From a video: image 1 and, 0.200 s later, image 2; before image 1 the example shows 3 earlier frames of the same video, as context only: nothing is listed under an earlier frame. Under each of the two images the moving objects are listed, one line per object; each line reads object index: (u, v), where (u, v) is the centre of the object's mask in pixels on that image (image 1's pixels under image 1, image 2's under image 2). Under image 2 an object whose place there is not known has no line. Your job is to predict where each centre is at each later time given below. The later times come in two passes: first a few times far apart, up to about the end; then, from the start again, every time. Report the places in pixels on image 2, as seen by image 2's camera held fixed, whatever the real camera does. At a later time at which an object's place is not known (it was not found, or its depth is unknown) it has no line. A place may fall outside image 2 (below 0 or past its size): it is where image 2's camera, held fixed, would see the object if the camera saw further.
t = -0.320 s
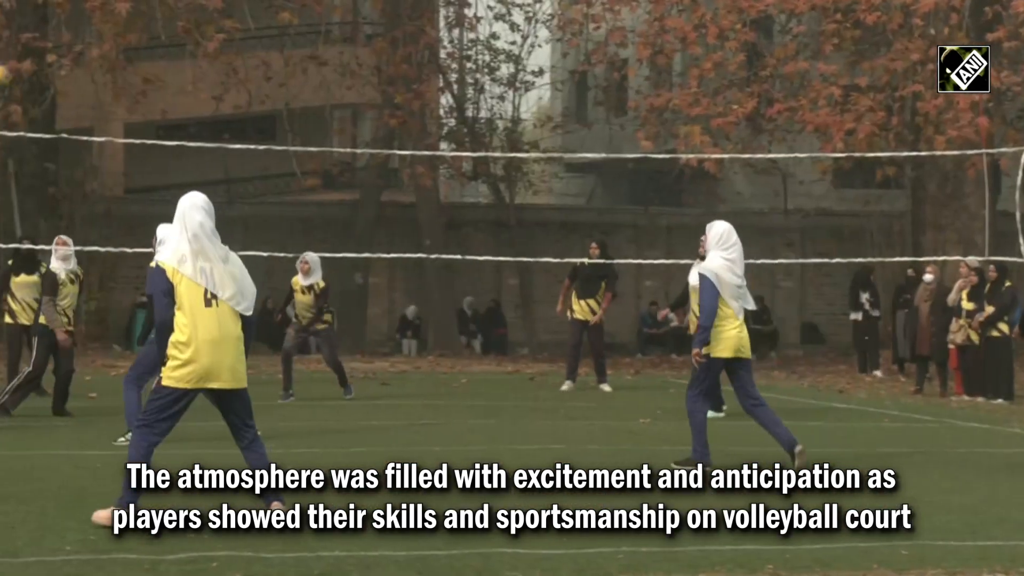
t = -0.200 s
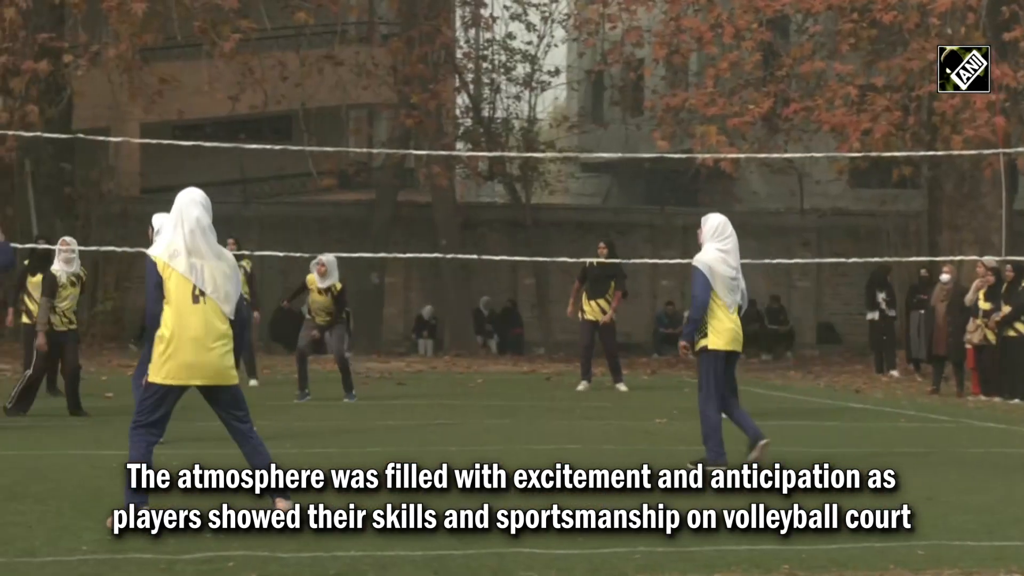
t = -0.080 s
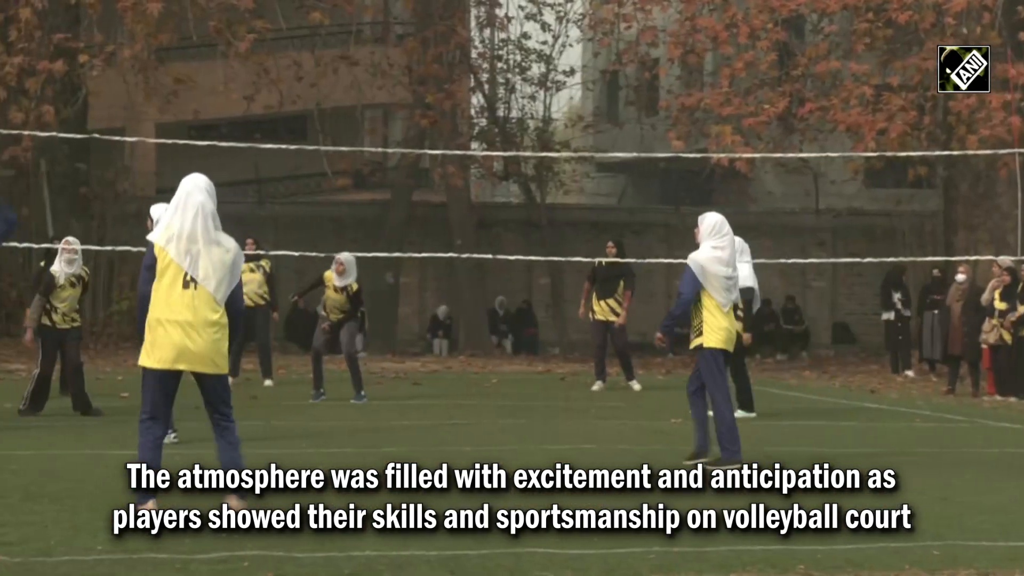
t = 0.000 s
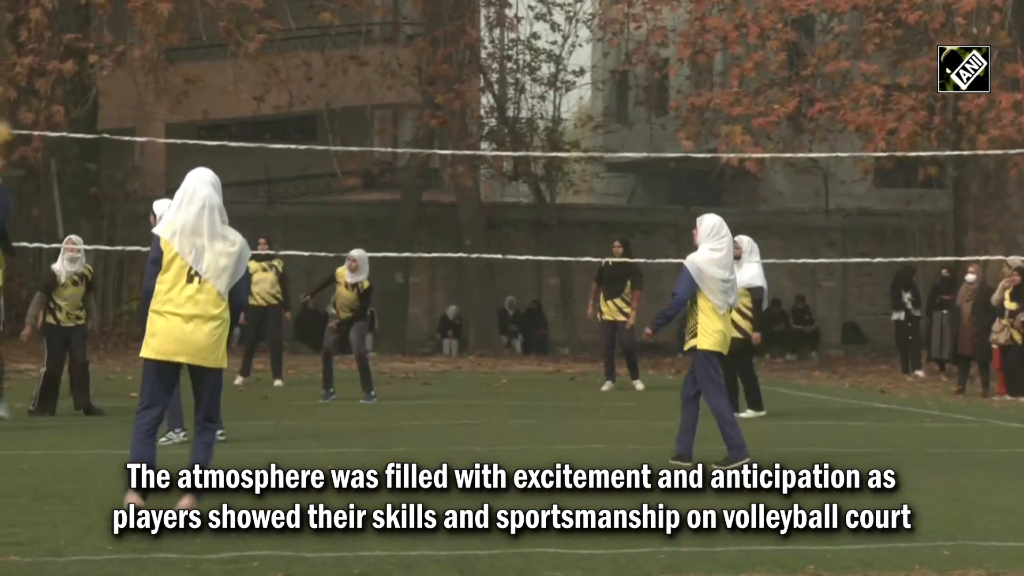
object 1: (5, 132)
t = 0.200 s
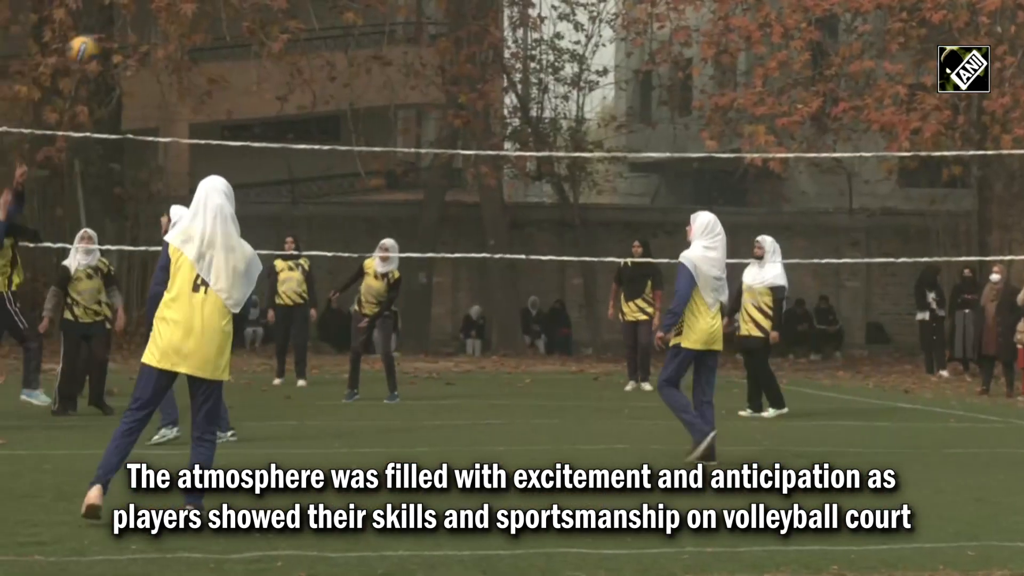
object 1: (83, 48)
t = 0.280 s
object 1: (108, 28)
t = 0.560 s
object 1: (200, 25)
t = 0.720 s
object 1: (254, 79)
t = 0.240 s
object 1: (96, 39)
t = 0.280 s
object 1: (108, 28)
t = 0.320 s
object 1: (120, 20)
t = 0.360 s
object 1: (134, 15)
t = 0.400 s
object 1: (146, 13)
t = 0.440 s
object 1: (160, 13)
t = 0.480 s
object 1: (174, 15)
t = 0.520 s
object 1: (186, 19)
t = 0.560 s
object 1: (200, 25)
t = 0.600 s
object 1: (214, 36)
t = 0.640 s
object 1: (228, 47)
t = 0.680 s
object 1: (241, 61)
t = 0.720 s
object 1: (254, 79)
